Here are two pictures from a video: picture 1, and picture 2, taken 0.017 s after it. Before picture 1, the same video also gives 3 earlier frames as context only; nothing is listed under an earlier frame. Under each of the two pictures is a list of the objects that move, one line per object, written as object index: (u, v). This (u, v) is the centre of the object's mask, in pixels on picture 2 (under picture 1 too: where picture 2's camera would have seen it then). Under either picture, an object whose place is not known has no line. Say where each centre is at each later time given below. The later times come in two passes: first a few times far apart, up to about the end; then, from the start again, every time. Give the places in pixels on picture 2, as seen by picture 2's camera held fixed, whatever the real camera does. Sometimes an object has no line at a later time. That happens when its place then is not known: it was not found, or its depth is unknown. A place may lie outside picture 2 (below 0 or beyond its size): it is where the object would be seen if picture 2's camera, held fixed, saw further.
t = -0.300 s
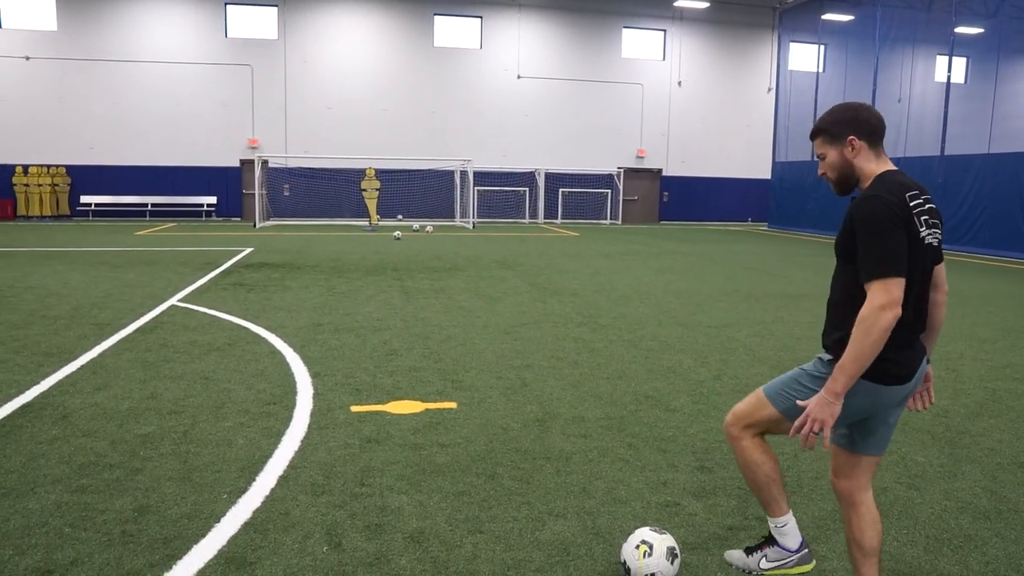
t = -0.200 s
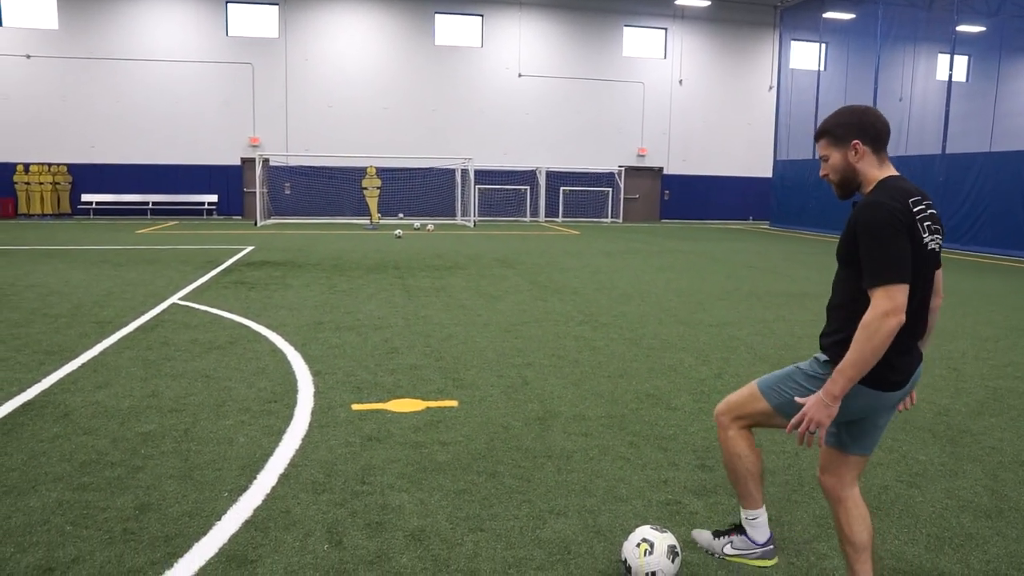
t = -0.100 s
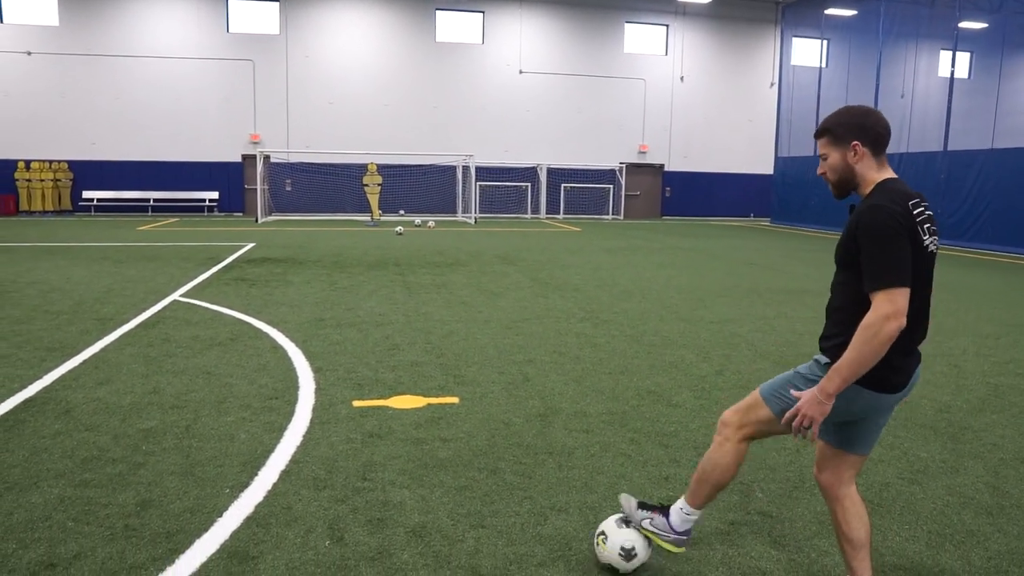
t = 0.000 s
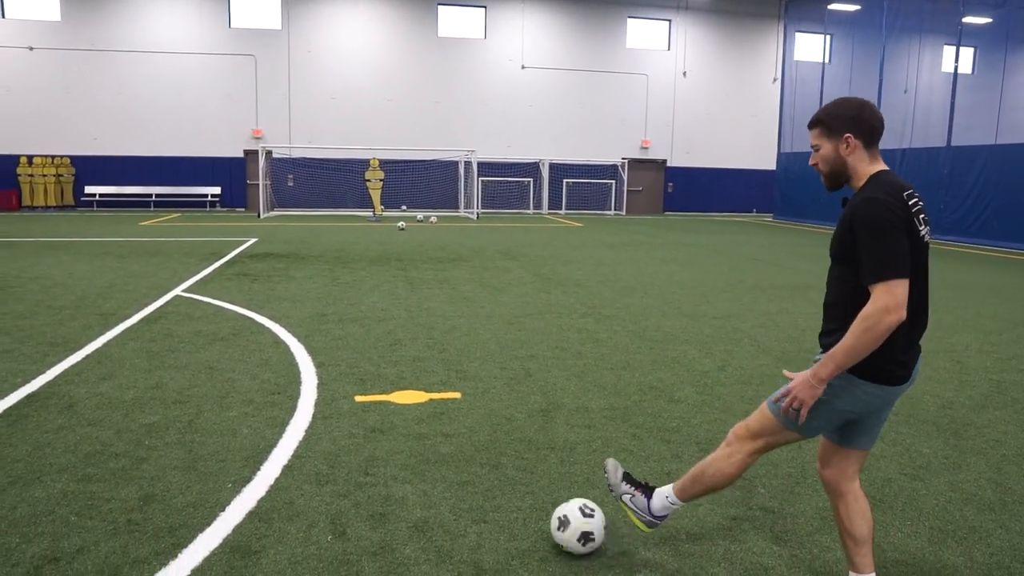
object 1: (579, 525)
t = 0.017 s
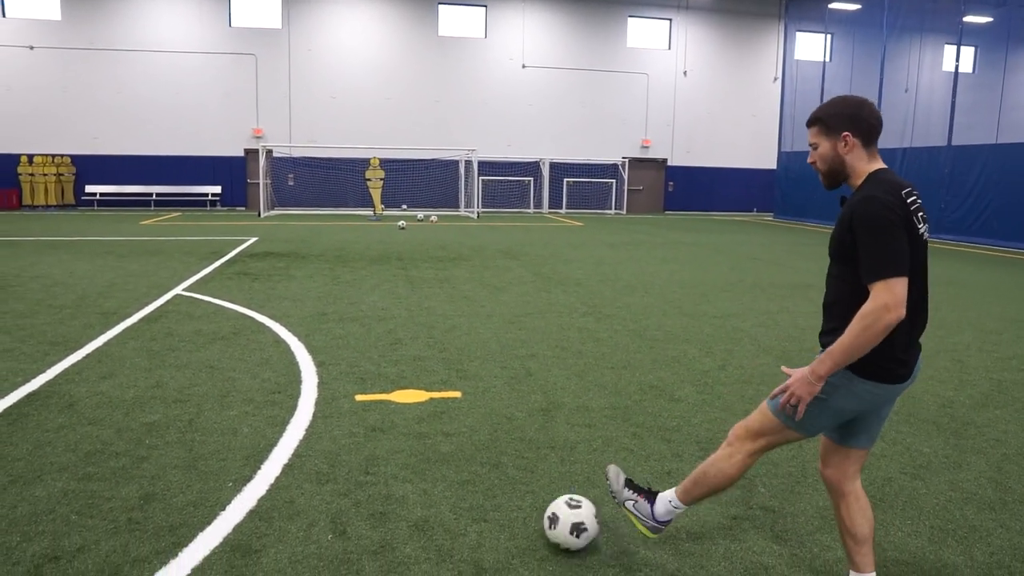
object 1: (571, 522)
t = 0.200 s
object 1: (498, 503)
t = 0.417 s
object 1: (424, 480)
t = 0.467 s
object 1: (409, 476)
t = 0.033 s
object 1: (564, 520)
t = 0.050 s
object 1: (557, 518)
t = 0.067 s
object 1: (550, 517)
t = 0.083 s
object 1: (544, 516)
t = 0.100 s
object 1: (536, 514)
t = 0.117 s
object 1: (530, 511)
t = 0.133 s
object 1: (524, 509)
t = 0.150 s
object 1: (517, 507)
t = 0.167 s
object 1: (511, 506)
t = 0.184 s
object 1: (505, 505)
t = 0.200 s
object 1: (498, 503)
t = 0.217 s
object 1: (493, 501)
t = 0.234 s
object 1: (486, 499)
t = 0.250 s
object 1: (480, 497)
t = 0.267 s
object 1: (474, 495)
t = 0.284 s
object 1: (468, 493)
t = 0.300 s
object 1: (462, 492)
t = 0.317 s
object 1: (457, 490)
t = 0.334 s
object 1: (451, 488)
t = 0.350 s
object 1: (445, 486)
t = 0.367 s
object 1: (440, 486)
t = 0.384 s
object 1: (435, 484)
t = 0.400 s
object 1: (429, 482)
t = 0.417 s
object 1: (424, 480)
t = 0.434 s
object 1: (419, 478)
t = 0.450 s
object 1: (414, 477)
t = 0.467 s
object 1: (409, 476)
